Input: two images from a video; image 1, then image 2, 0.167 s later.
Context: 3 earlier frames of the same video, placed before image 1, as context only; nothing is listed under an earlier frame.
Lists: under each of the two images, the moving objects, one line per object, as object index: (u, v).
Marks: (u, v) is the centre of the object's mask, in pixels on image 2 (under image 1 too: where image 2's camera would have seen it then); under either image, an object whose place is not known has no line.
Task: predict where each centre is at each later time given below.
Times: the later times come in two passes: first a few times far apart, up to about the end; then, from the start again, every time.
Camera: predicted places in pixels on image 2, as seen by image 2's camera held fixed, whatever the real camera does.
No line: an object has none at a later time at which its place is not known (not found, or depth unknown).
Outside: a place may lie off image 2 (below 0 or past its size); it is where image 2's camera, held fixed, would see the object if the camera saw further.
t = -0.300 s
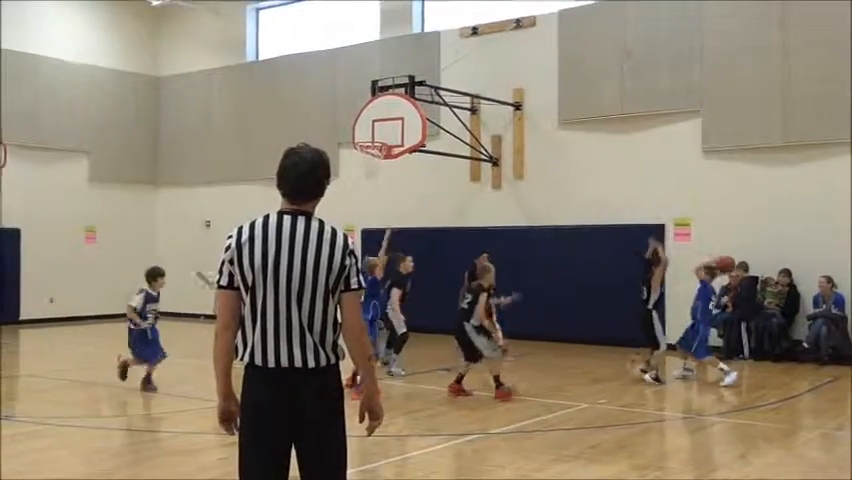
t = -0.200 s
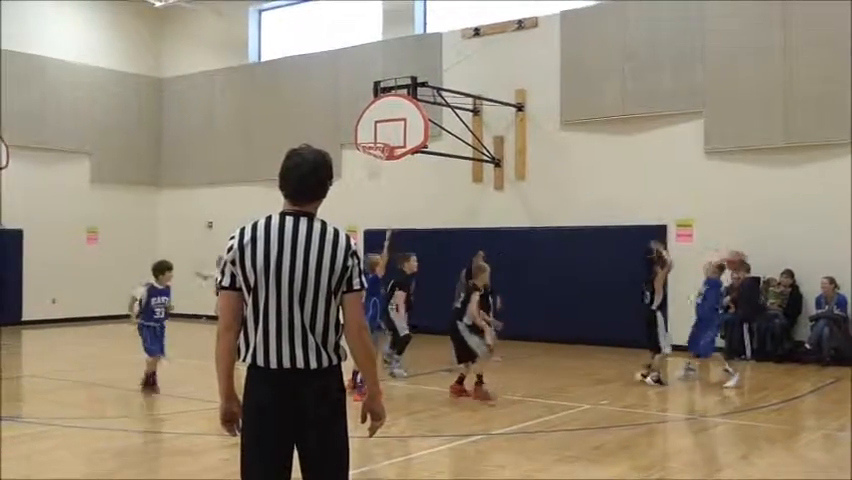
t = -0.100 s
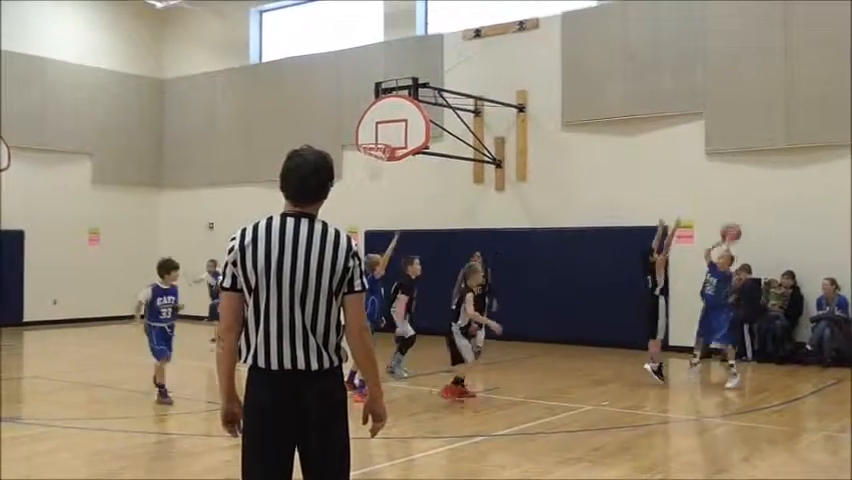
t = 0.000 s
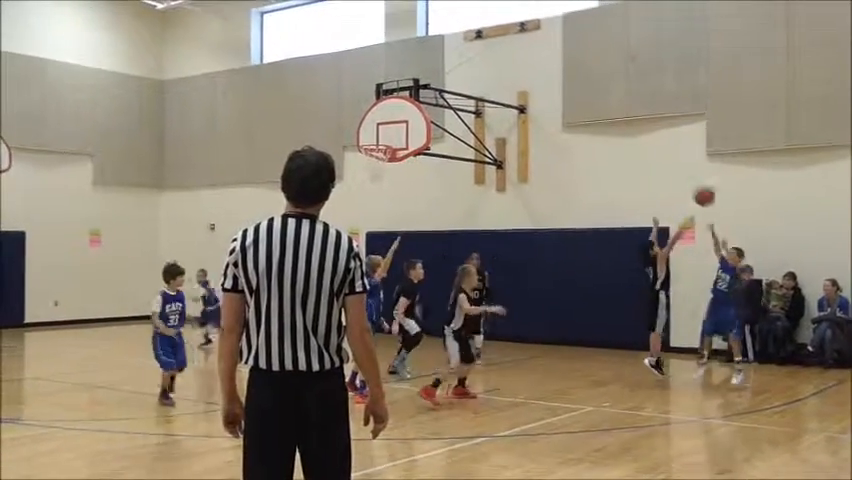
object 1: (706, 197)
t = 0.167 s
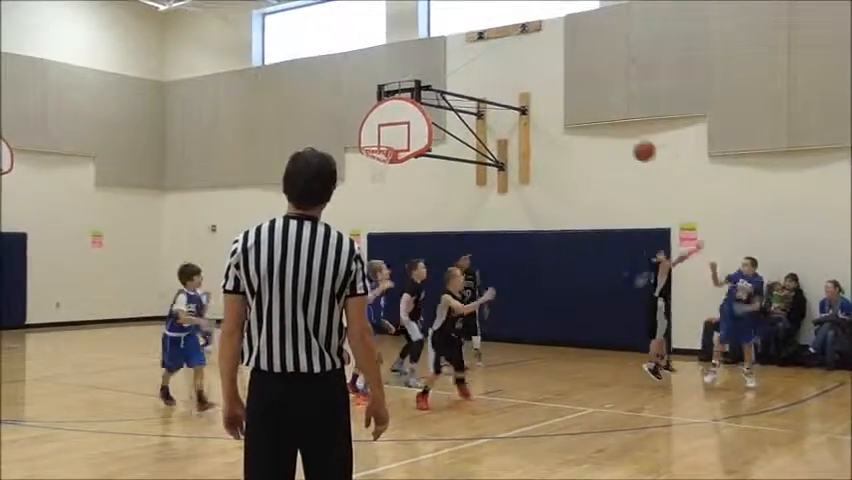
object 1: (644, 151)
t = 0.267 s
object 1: (604, 134)
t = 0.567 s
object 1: (459, 134)
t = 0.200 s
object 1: (631, 145)
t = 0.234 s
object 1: (617, 139)
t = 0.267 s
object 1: (604, 134)
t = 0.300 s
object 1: (590, 131)
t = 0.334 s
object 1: (576, 126)
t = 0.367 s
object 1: (560, 123)
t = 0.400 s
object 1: (544, 121)
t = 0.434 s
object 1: (527, 121)
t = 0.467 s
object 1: (511, 122)
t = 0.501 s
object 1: (494, 125)
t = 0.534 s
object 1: (477, 129)
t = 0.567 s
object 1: (459, 134)
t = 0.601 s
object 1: (440, 140)
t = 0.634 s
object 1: (419, 149)
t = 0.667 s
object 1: (399, 160)
